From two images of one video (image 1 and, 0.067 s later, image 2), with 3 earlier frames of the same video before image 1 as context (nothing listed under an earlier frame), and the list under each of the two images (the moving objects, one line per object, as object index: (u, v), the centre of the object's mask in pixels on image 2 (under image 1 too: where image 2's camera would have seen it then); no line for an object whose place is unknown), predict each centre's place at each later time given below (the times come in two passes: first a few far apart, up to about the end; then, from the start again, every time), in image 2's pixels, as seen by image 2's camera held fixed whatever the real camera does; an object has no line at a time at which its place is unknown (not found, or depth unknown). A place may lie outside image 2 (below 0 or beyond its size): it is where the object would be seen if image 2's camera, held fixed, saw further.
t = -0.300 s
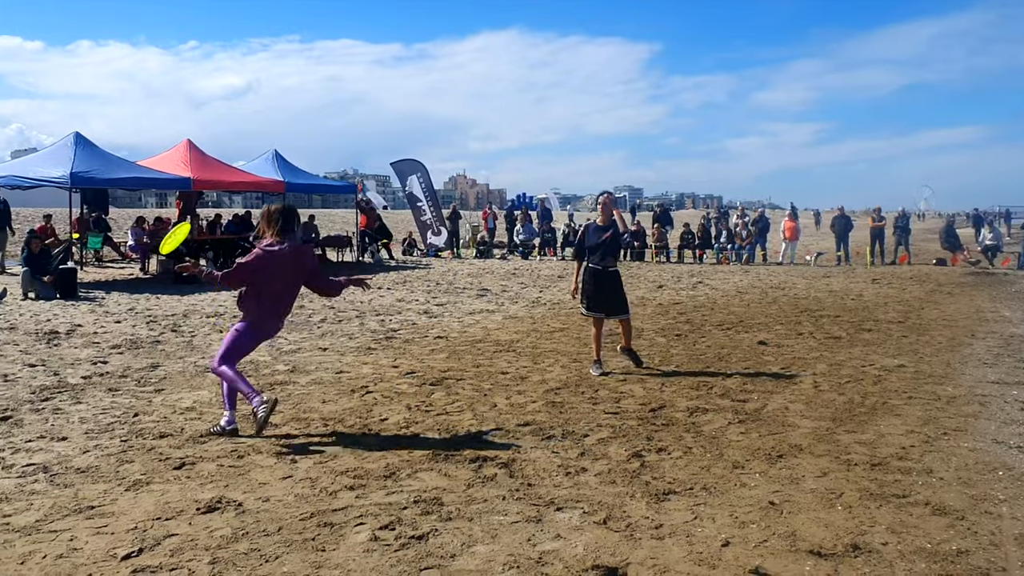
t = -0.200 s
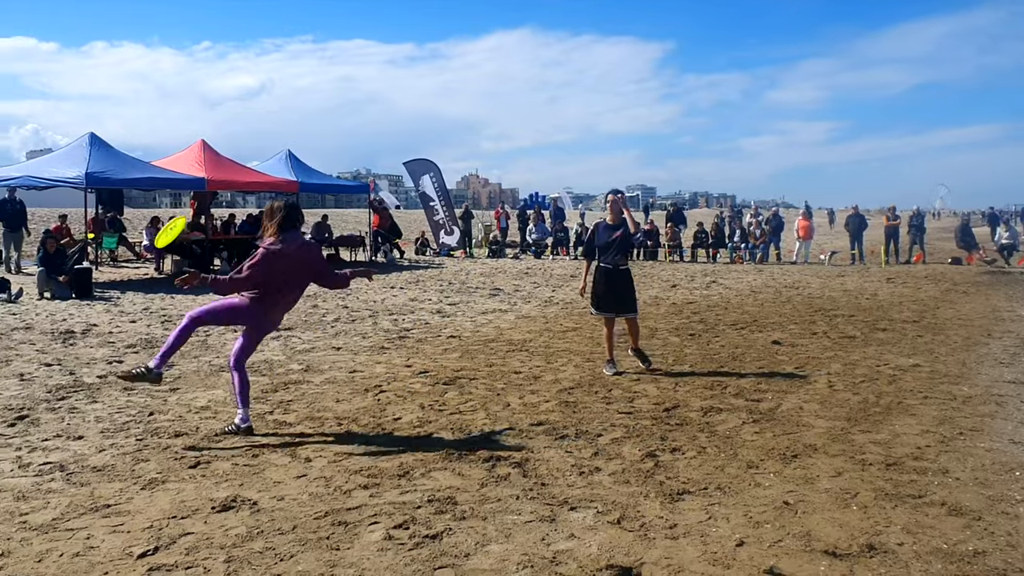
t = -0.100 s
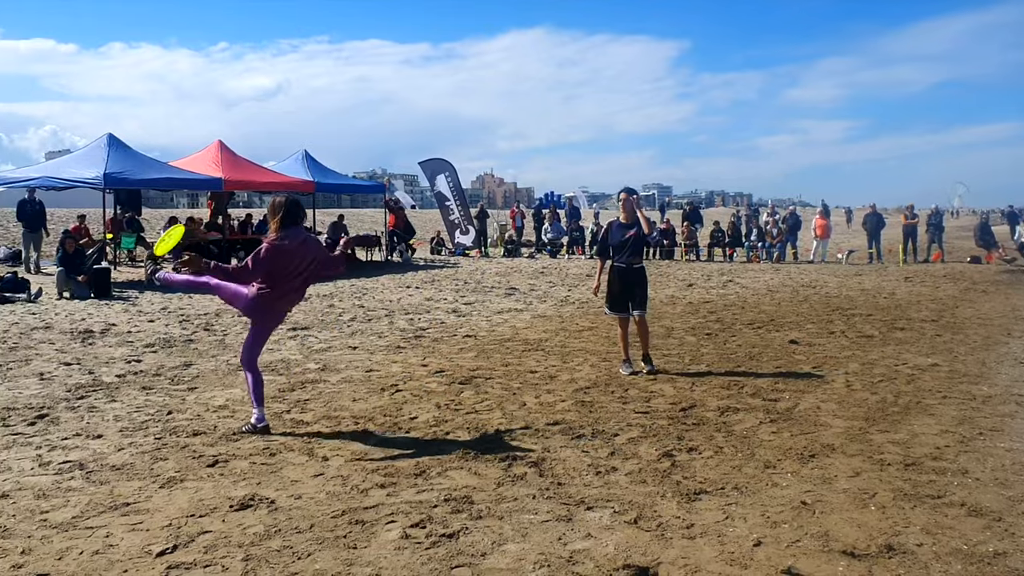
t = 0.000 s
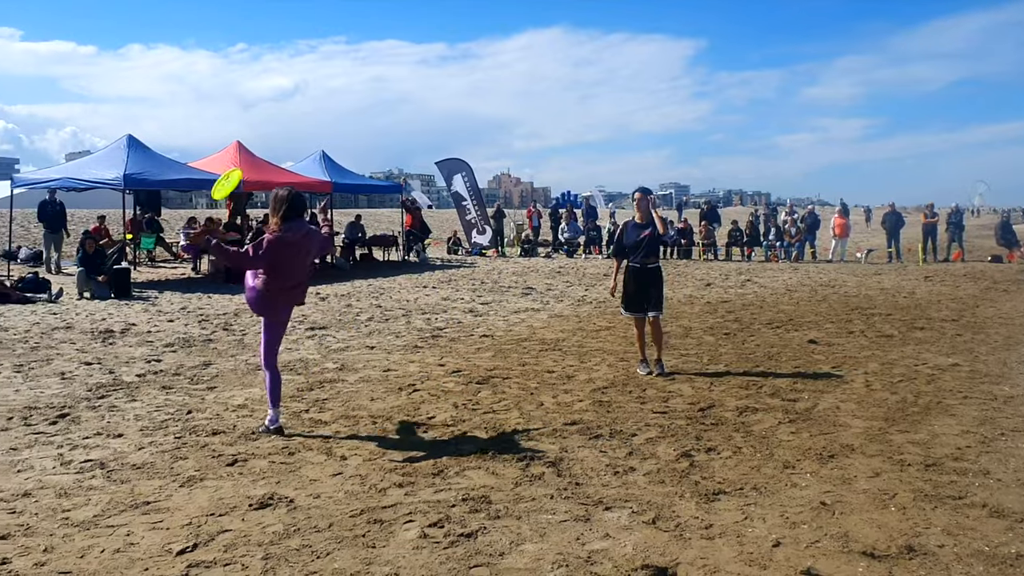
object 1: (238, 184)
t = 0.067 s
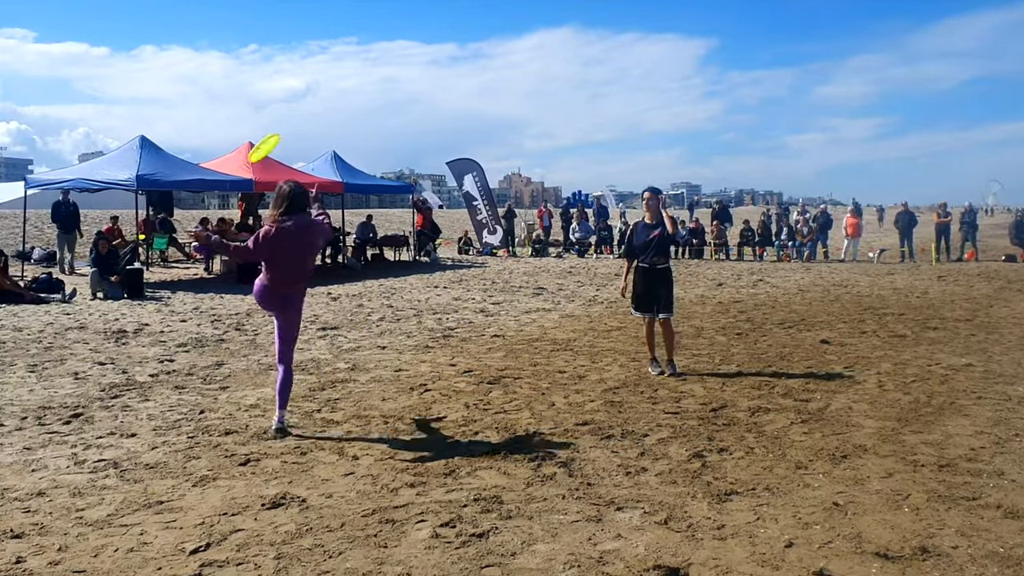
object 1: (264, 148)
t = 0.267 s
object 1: (327, 60)
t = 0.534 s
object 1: (376, 8)
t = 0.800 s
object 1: (404, 15)
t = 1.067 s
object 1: (404, 96)
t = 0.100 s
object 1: (276, 131)
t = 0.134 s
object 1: (288, 115)
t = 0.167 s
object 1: (298, 100)
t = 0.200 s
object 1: (308, 86)
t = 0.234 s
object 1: (318, 73)
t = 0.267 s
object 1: (327, 60)
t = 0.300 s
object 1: (336, 50)
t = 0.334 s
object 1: (343, 40)
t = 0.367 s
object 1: (351, 31)
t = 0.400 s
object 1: (358, 24)
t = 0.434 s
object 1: (363, 17)
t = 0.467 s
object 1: (368, 13)
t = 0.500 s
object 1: (373, 10)
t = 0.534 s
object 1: (376, 8)
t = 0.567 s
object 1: (381, 8)
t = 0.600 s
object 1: (384, 6)
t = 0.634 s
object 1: (388, 7)
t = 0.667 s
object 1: (392, 7)
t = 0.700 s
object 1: (395, 8)
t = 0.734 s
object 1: (398, 10)
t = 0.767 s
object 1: (401, 12)
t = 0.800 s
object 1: (404, 15)
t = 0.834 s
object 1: (405, 22)
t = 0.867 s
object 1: (407, 29)
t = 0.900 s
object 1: (407, 37)
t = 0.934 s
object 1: (408, 47)
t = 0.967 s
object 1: (408, 58)
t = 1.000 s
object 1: (407, 70)
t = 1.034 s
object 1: (406, 82)
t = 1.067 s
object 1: (404, 96)
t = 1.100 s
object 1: (402, 111)
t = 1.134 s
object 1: (399, 126)
